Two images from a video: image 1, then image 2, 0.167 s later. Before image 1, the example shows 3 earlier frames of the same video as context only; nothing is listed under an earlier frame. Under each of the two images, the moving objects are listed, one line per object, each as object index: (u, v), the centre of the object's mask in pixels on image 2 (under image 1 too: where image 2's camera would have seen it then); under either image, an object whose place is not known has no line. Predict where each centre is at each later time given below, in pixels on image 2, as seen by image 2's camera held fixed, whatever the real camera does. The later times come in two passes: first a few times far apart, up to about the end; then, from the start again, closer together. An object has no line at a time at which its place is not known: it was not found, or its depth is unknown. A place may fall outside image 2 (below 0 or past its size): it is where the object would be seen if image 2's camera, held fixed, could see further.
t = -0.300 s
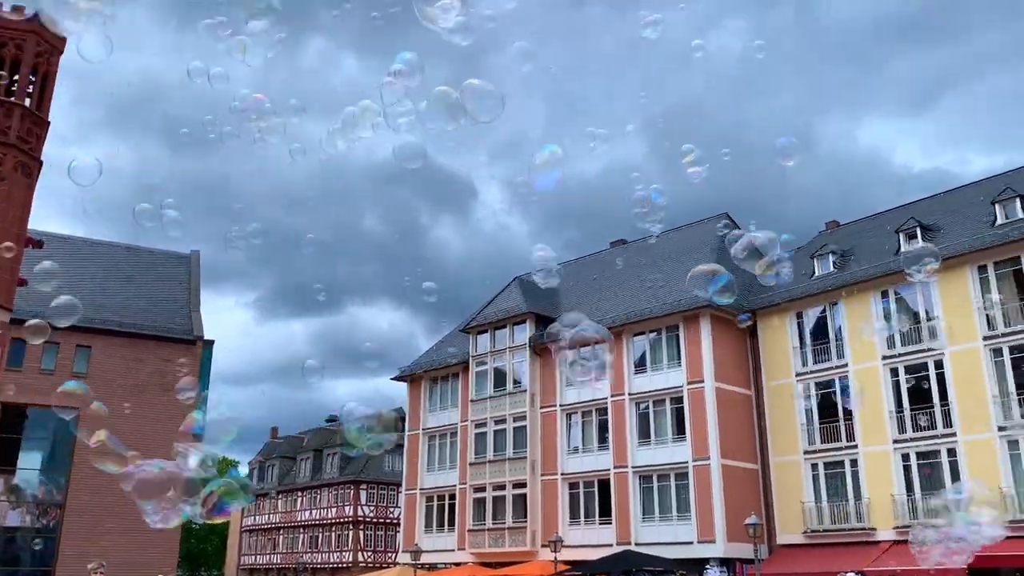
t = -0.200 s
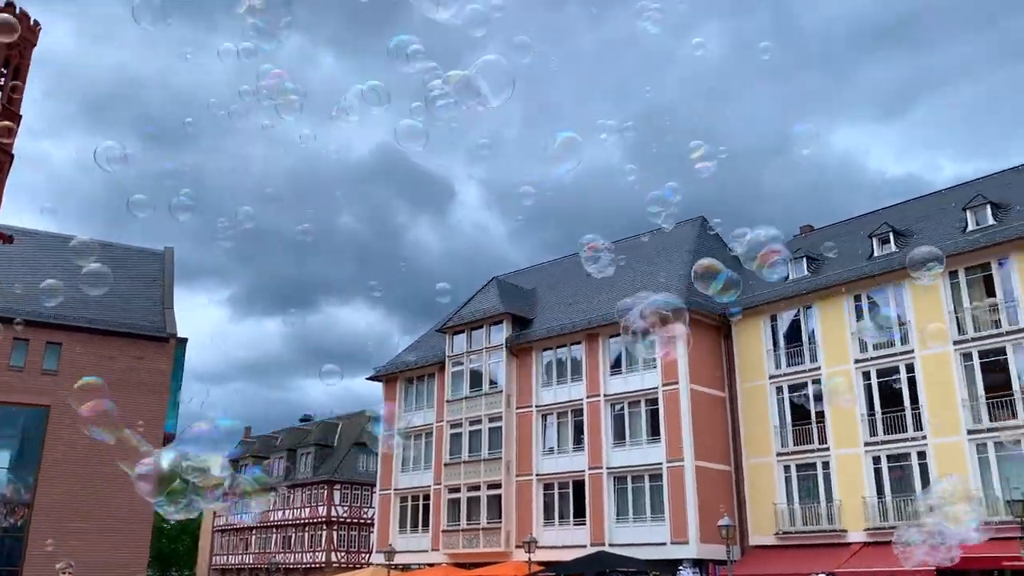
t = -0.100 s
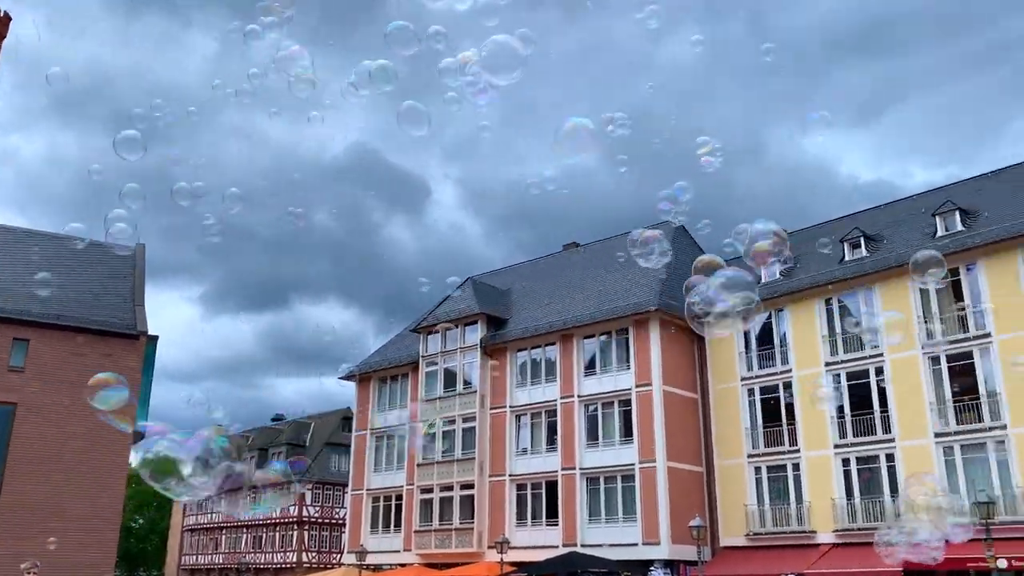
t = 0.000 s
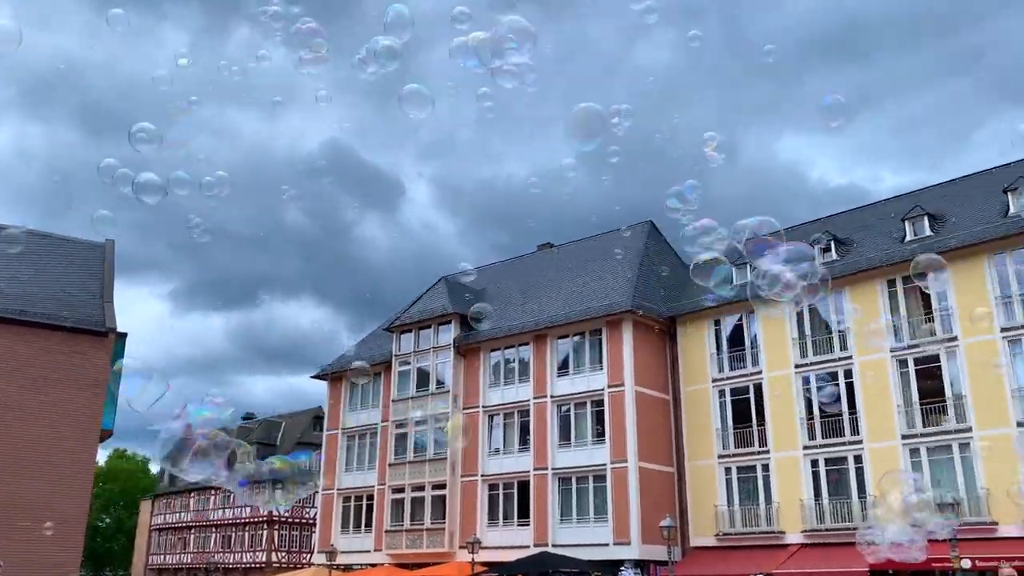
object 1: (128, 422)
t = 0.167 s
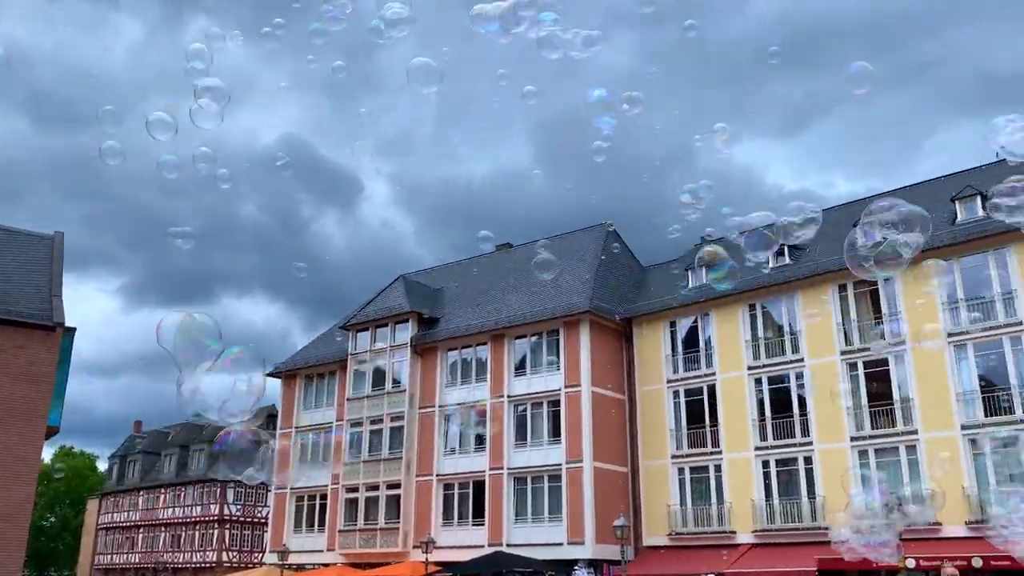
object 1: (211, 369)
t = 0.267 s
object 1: (265, 333)
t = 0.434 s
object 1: (367, 252)
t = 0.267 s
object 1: (265, 333)
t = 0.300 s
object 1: (287, 318)
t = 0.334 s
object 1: (300, 303)
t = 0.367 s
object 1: (318, 282)
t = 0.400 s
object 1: (341, 267)
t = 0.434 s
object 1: (367, 252)
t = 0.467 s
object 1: (385, 234)
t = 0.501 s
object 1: (411, 217)
